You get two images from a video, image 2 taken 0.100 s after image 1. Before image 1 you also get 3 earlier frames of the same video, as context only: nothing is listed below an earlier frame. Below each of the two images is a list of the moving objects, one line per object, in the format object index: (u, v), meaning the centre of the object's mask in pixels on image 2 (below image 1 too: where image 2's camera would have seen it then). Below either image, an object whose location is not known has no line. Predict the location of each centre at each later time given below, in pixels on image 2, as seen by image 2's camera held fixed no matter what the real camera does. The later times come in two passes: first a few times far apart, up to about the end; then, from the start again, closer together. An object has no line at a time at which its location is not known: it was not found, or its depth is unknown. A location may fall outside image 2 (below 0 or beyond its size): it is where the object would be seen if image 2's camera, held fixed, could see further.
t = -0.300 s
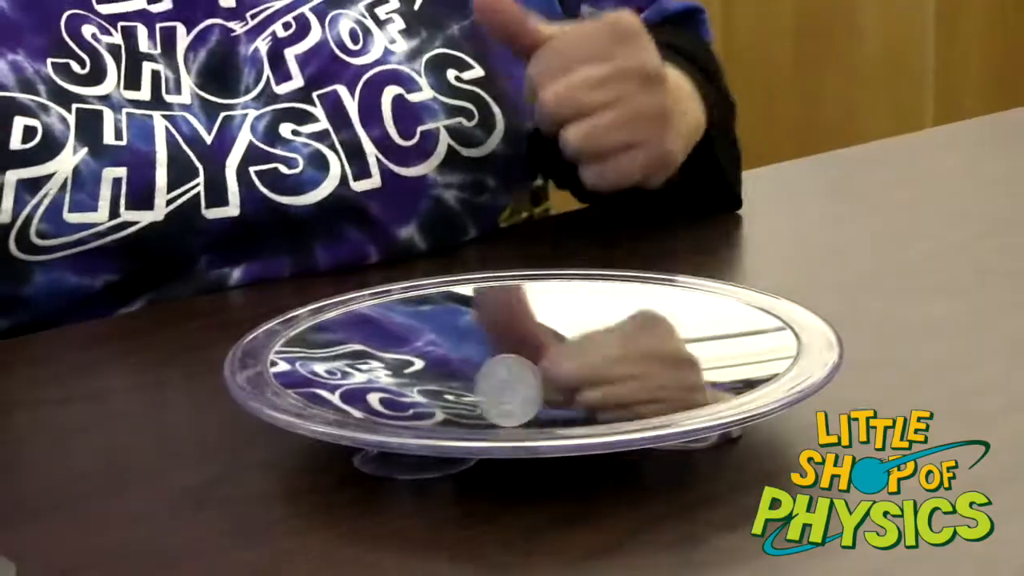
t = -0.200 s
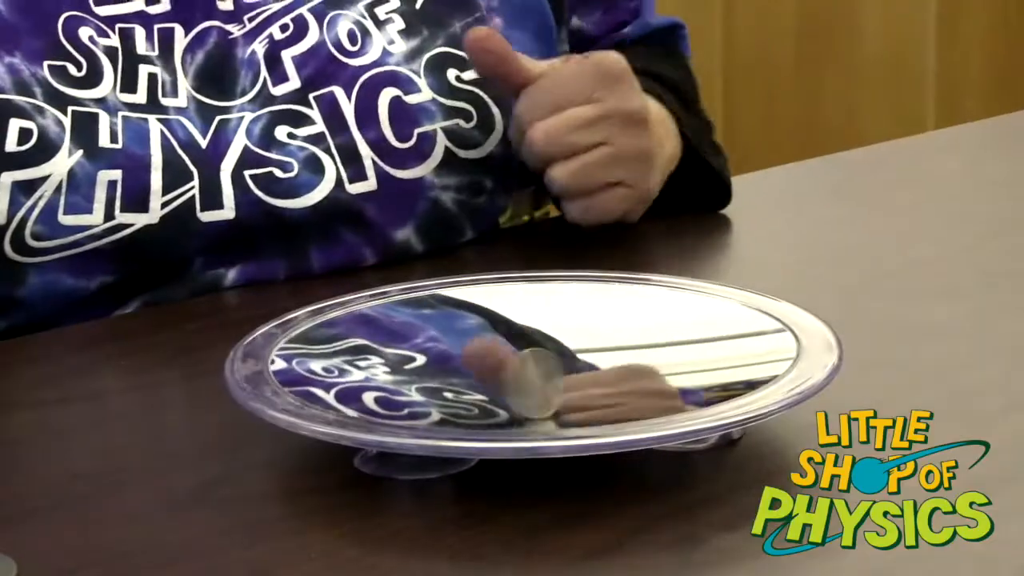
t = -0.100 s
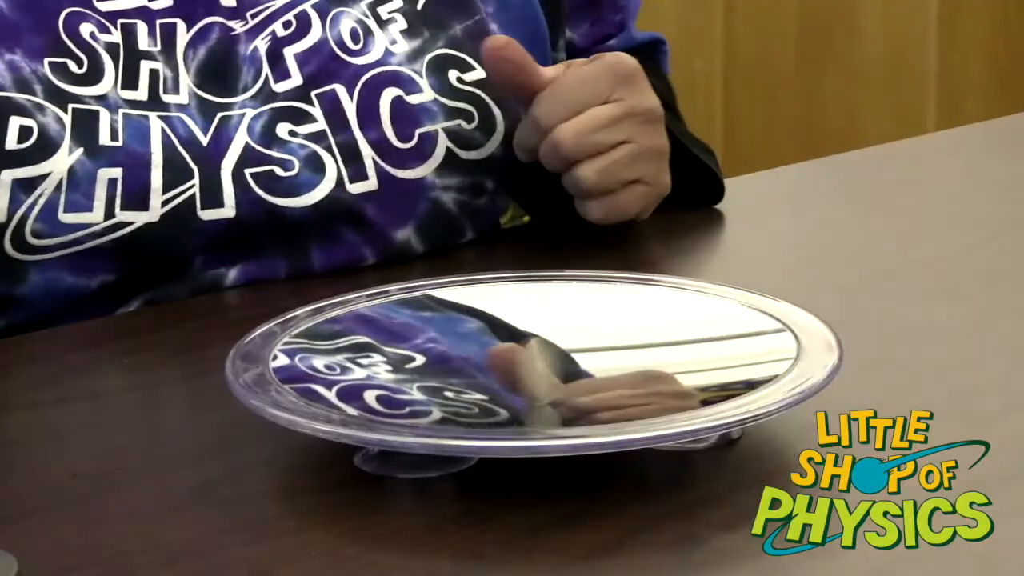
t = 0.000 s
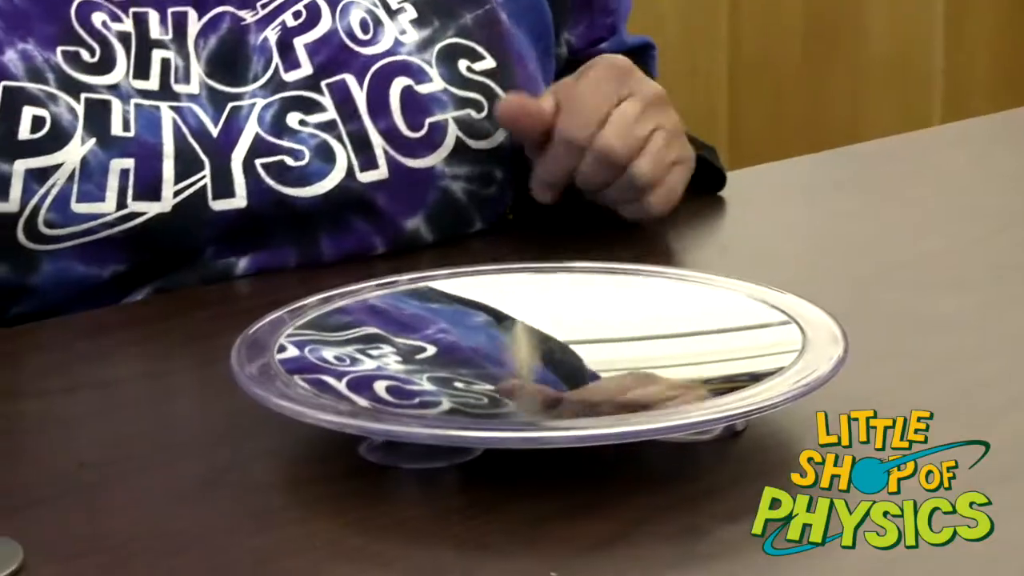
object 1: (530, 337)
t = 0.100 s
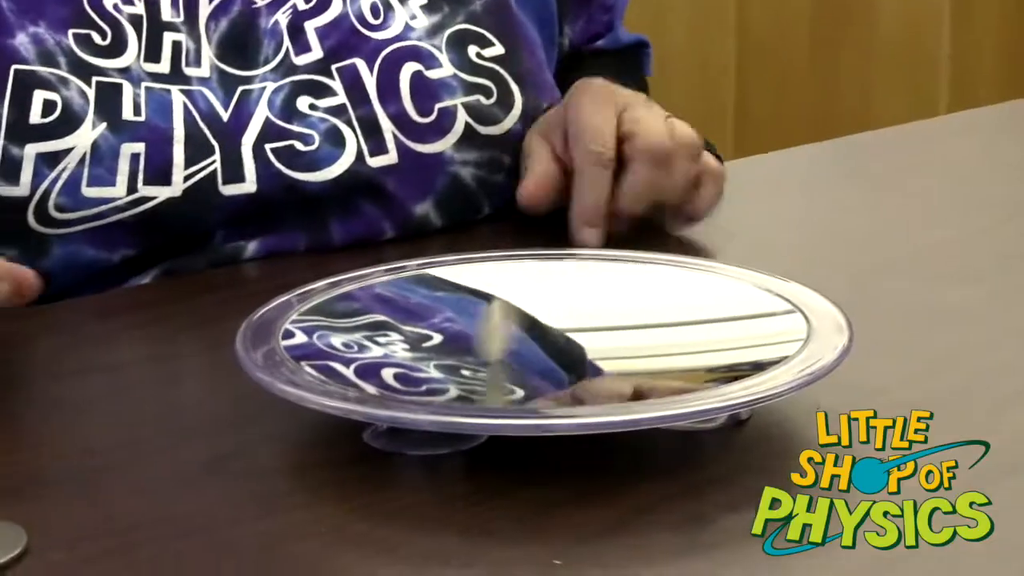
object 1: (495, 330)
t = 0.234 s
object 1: (455, 325)
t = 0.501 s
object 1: (438, 324)
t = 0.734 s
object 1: (490, 320)
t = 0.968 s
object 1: (520, 304)
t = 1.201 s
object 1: (499, 294)
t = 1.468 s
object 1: (521, 312)
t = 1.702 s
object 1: (589, 310)
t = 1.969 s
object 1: (597, 298)
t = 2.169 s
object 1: (570, 308)
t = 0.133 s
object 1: (485, 328)
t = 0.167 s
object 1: (474, 326)
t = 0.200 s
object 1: (464, 325)
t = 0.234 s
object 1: (455, 325)
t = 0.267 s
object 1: (448, 325)
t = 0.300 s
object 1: (443, 324)
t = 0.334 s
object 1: (438, 323)
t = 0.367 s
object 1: (435, 322)
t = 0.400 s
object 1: (433, 322)
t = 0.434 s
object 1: (433, 324)
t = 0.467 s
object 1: (434, 324)
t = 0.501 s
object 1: (438, 324)
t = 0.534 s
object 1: (445, 325)
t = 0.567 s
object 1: (448, 325)
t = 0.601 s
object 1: (457, 324)
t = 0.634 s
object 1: (464, 323)
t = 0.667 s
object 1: (474, 323)
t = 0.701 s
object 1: (484, 323)
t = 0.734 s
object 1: (490, 320)
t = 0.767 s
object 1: (498, 320)
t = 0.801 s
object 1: (506, 315)
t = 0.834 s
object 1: (511, 313)
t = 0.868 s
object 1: (517, 312)
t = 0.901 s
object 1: (517, 308)
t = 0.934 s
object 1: (520, 303)
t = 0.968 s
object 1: (520, 304)
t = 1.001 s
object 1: (518, 301)
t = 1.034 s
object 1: (515, 295)
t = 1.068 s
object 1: (513, 295)
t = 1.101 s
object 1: (509, 296)
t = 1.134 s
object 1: (505, 291)
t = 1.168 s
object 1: (503, 293)
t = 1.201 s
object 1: (499, 294)
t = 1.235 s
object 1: (497, 293)
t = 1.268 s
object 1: (496, 297)
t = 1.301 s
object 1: (497, 300)
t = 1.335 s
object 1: (499, 298)
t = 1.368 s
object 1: (502, 305)
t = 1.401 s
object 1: (504, 308)
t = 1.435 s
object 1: (513, 305)
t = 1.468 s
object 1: (521, 312)
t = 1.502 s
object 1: (530, 311)
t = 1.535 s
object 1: (538, 312)
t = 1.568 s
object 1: (550, 314)
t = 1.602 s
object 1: (562, 313)
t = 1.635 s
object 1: (570, 313)
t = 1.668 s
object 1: (583, 311)
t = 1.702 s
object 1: (589, 310)
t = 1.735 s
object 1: (598, 308)
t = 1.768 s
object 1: (602, 305)
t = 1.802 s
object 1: (605, 303)
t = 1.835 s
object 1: (608, 301)
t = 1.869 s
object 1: (608, 301)
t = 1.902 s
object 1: (606, 298)
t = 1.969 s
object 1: (597, 298)
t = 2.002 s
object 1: (594, 298)
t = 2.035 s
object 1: (586, 298)
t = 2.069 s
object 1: (582, 300)
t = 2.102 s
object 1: (575, 304)
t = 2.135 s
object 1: (572, 305)
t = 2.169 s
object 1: (570, 308)
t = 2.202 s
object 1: (567, 311)
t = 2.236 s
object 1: (567, 316)
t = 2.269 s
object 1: (569, 318)
